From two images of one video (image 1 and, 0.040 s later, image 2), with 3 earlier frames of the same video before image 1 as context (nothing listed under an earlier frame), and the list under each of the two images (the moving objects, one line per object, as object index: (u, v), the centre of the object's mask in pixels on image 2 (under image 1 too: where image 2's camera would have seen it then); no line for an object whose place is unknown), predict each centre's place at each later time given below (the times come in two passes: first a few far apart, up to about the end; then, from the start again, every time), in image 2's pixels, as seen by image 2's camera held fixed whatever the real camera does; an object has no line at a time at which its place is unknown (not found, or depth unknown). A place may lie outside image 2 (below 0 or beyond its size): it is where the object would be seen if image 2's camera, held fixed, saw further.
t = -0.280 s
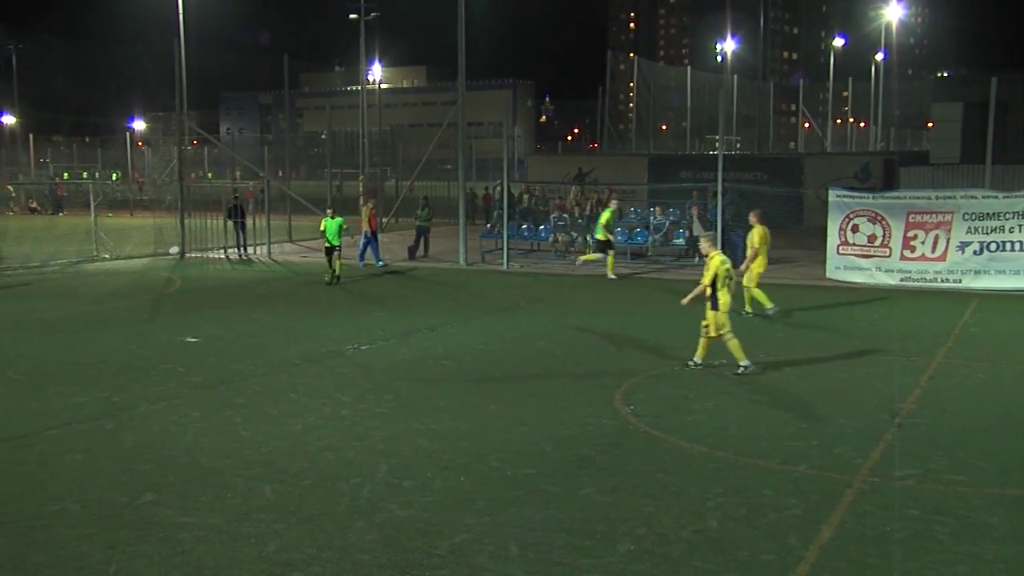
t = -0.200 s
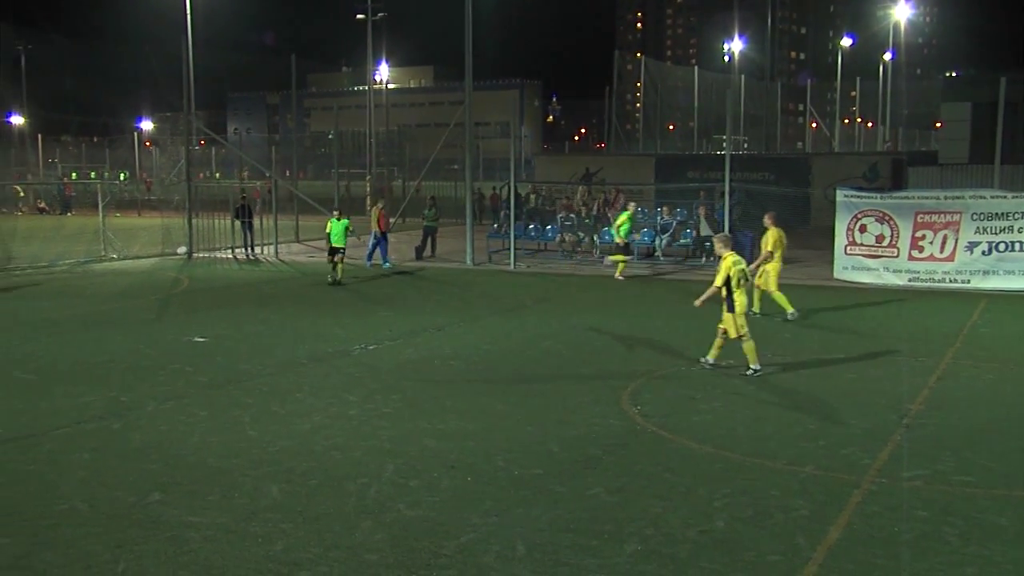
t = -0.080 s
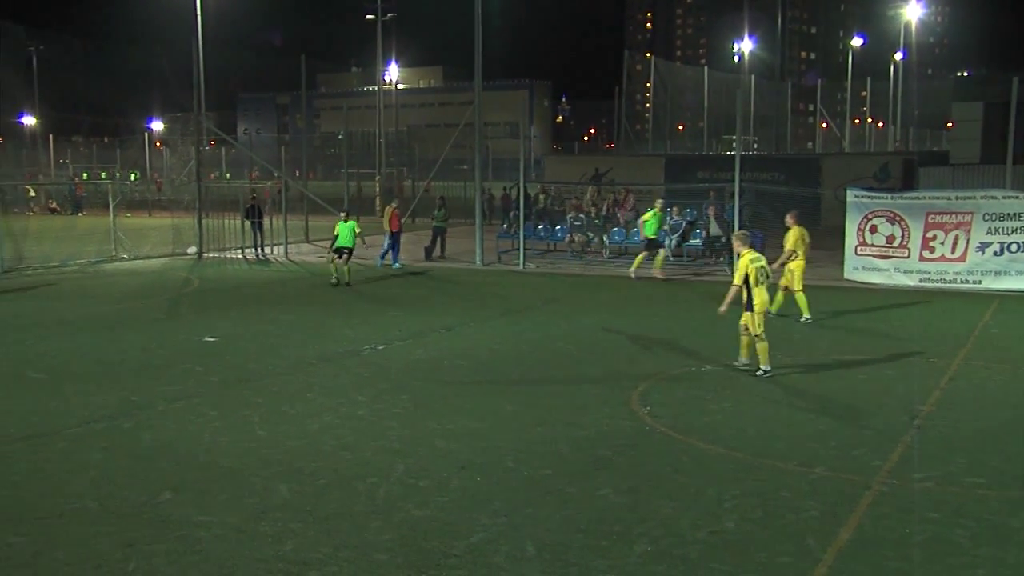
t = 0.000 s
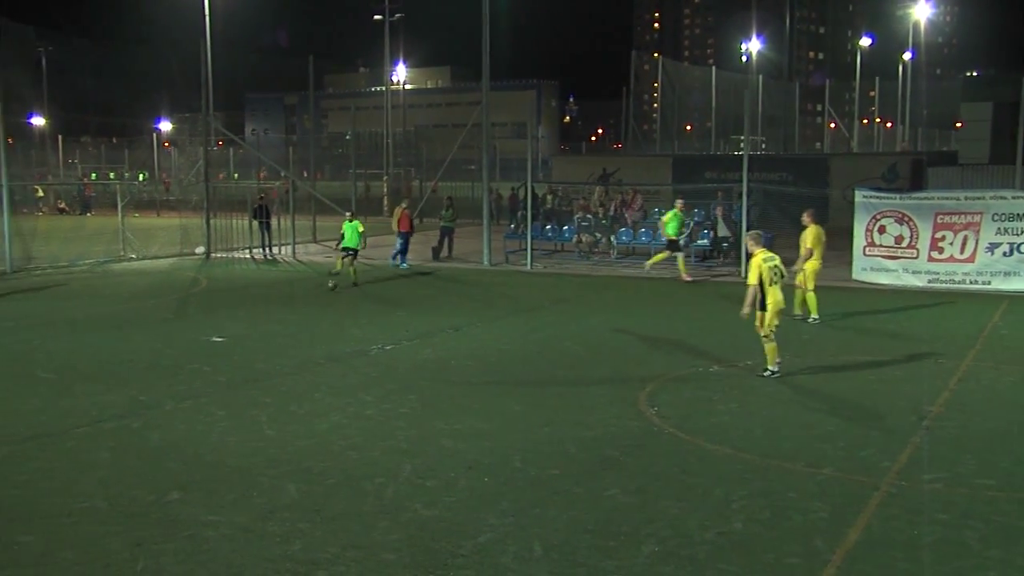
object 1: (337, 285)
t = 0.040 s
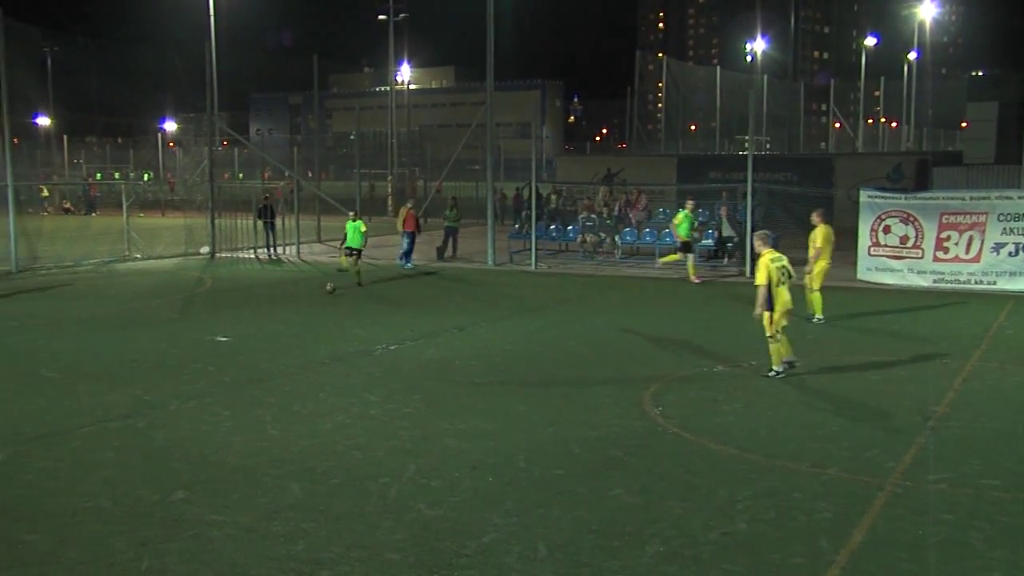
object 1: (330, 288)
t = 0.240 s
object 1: (297, 309)
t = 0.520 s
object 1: (245, 346)
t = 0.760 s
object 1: (191, 390)
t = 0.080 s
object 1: (324, 292)
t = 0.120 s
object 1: (317, 298)
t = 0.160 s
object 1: (311, 303)
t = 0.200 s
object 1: (304, 306)
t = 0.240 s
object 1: (297, 309)
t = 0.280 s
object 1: (290, 315)
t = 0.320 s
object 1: (283, 321)
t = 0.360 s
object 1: (275, 327)
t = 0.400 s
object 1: (268, 329)
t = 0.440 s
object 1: (261, 334)
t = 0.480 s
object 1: (253, 339)
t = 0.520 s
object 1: (245, 346)
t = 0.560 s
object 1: (235, 355)
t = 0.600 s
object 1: (227, 361)
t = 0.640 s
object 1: (219, 366)
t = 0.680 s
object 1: (210, 373)
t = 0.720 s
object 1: (200, 382)
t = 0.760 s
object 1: (191, 390)
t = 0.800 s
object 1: (181, 397)
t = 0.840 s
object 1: (171, 405)
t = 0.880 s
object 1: (161, 412)
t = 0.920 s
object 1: (151, 420)
